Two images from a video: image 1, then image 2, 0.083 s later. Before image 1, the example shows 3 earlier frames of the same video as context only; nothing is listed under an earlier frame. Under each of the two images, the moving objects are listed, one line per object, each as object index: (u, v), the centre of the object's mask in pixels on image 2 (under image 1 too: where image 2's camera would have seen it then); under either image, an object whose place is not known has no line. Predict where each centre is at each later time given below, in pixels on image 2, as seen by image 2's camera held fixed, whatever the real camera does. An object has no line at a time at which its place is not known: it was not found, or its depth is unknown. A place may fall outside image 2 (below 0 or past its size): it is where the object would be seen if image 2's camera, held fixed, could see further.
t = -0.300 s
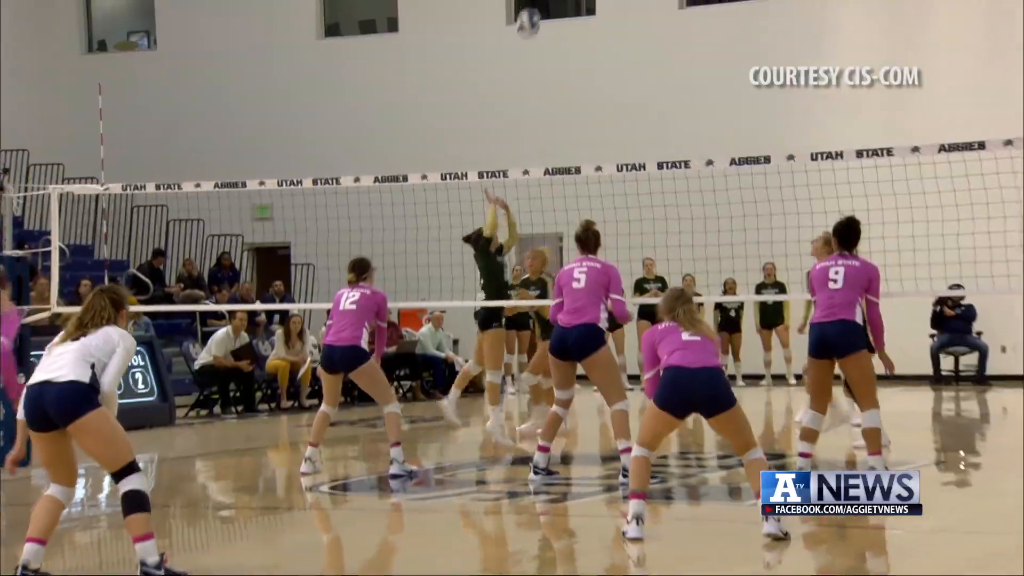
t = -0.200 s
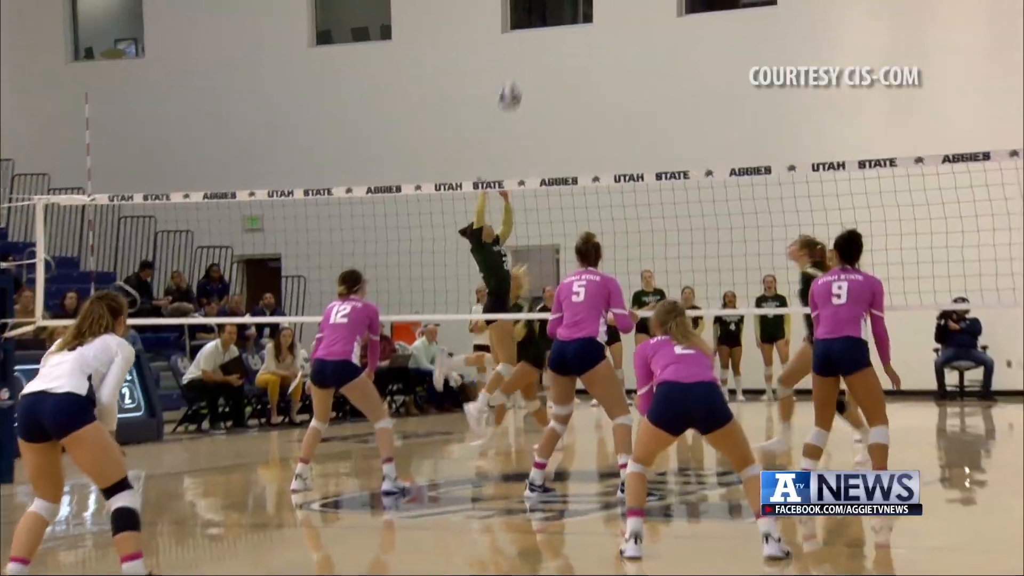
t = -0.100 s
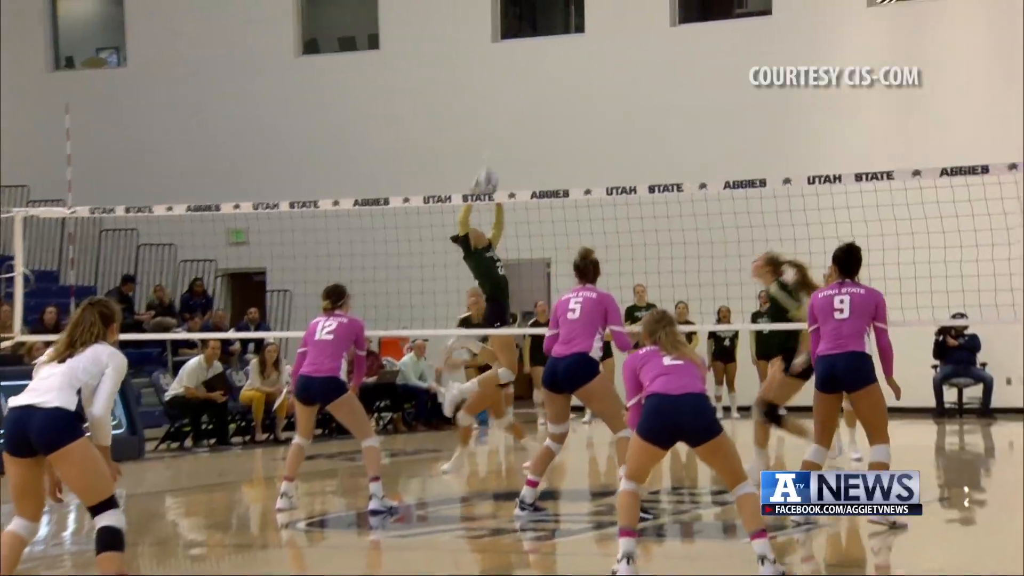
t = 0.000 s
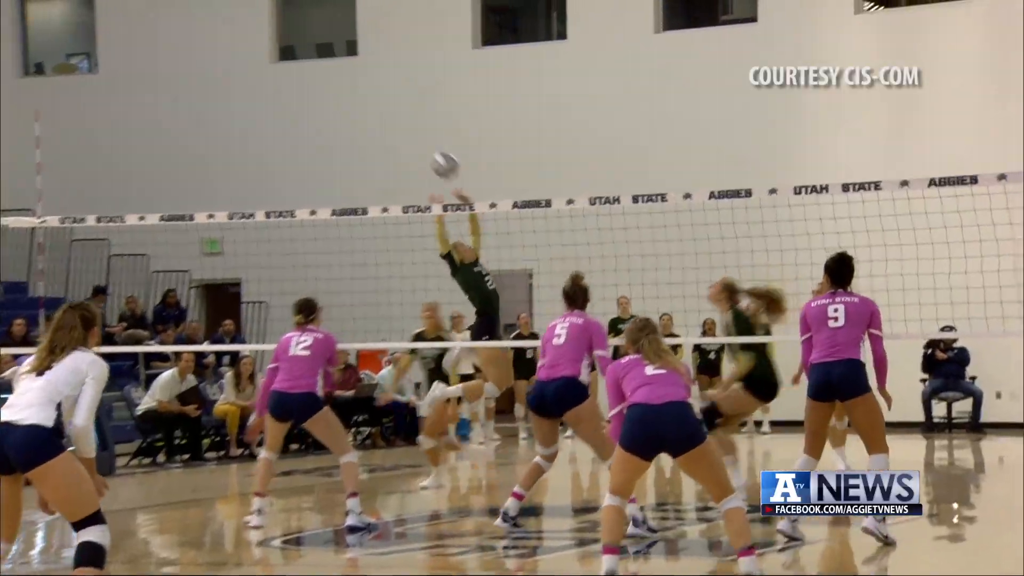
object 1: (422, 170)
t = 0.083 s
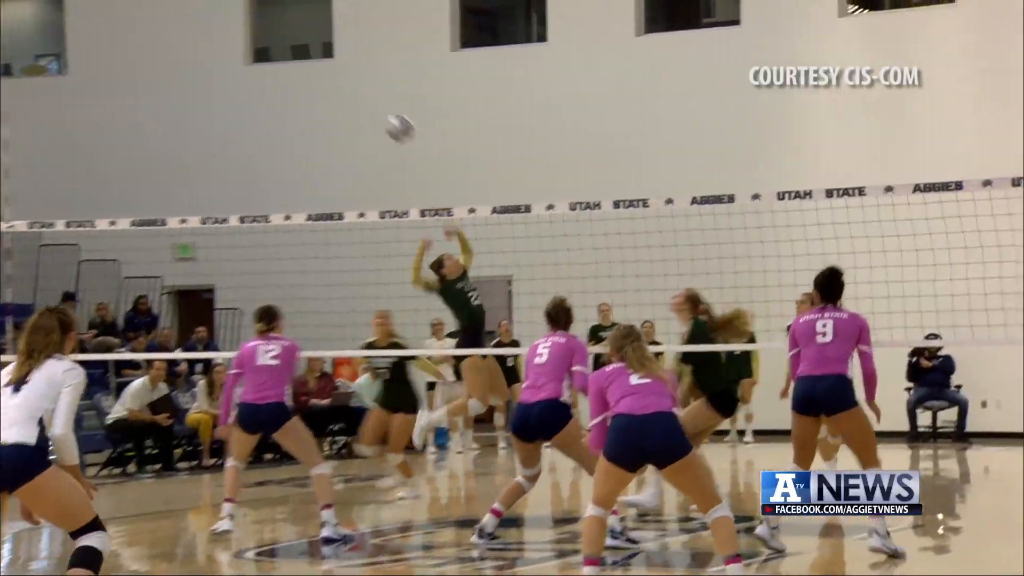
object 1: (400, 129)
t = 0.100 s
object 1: (396, 122)
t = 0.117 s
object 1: (391, 115)
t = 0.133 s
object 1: (386, 108)
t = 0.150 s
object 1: (380, 102)
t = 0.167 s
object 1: (376, 96)
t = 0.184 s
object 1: (371, 90)
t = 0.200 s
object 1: (366, 85)
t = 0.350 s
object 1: (326, 54)
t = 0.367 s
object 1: (322, 52)
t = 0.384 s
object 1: (318, 51)
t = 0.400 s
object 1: (315, 49)
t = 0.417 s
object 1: (311, 49)
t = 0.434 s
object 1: (308, 49)
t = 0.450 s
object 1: (304, 49)
